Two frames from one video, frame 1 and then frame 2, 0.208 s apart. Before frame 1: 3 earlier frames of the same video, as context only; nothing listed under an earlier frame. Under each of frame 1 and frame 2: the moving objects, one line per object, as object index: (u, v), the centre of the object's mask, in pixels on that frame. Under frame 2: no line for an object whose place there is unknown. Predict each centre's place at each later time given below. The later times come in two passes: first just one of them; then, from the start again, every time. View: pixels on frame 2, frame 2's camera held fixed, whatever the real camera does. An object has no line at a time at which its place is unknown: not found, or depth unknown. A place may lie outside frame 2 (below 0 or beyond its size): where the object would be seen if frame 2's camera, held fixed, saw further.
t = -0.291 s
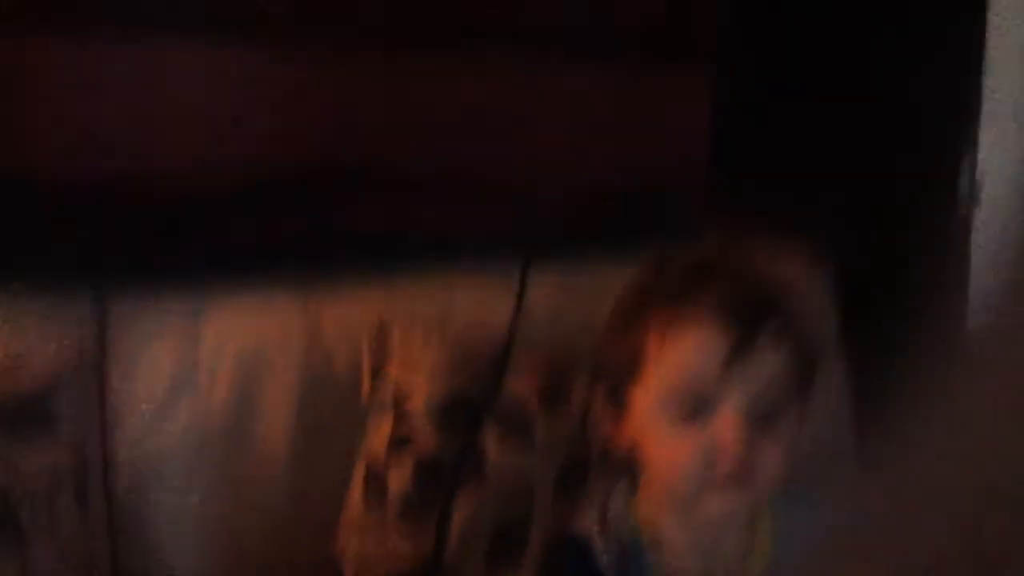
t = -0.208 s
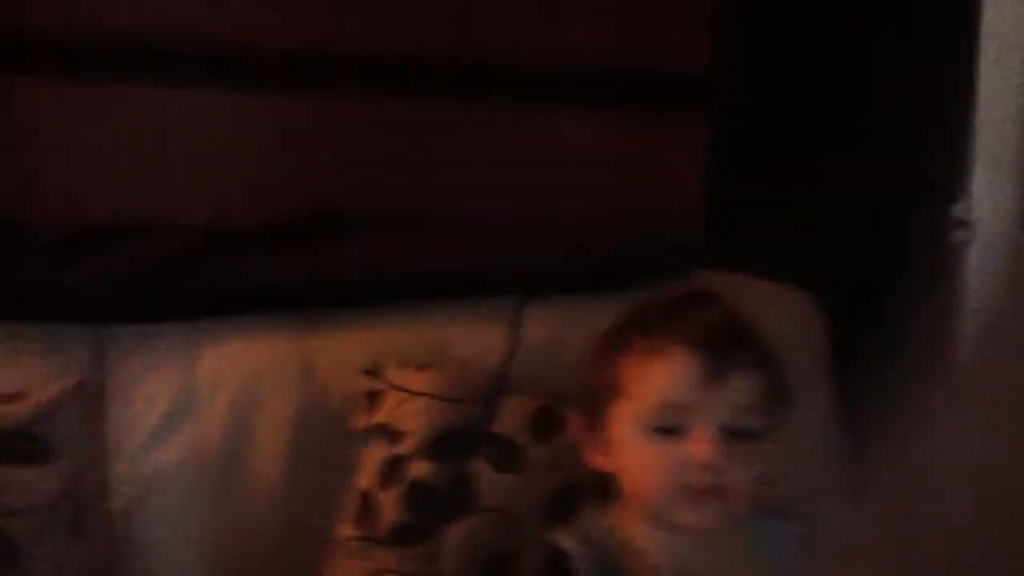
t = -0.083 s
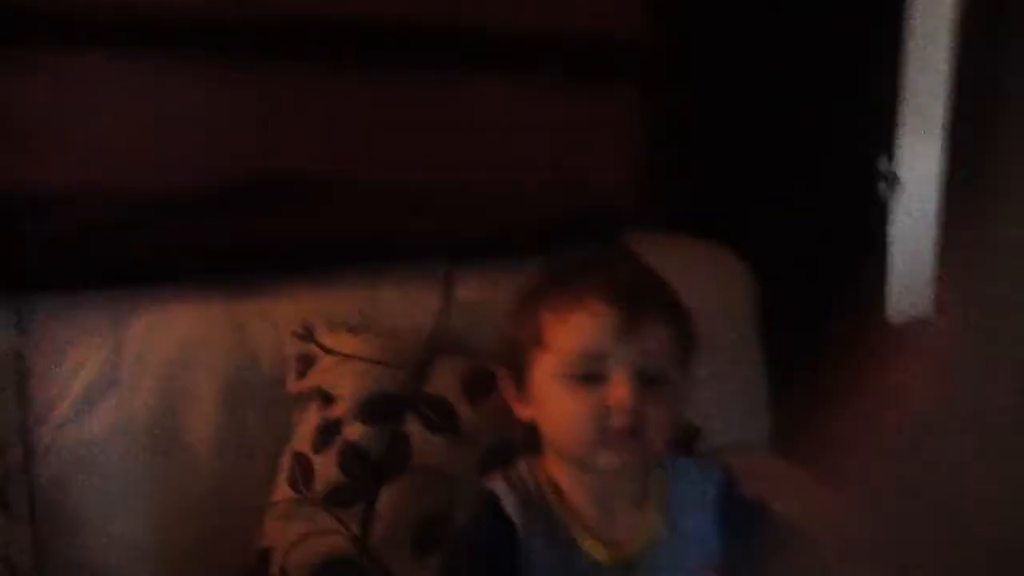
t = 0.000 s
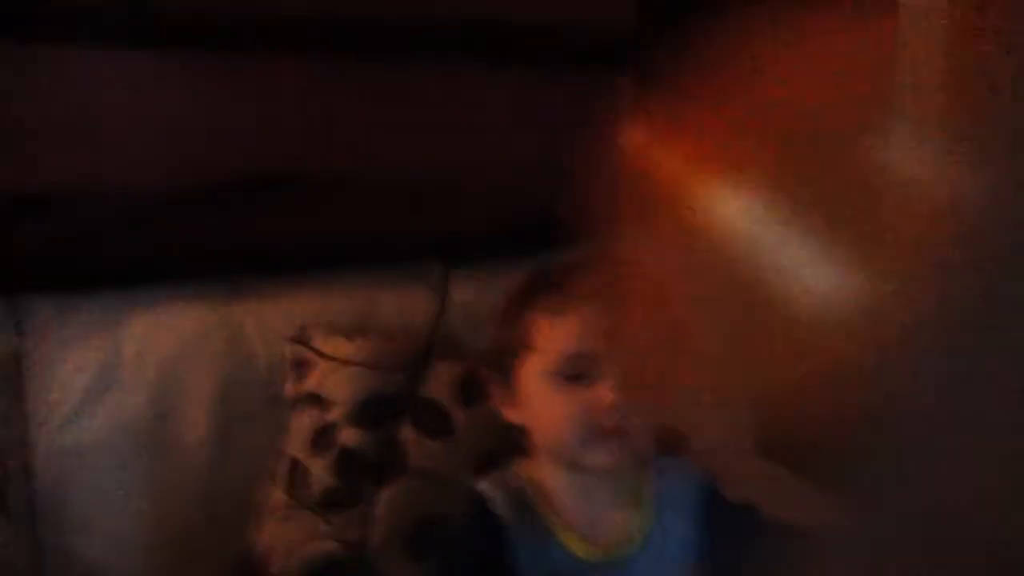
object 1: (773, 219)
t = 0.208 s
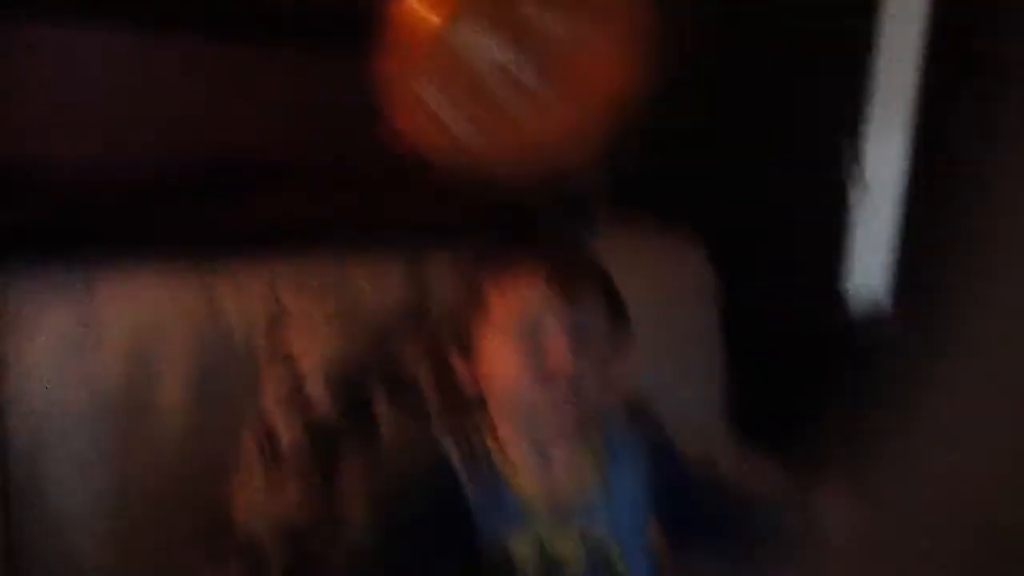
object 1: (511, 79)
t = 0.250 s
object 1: (475, 97)
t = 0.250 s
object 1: (475, 97)
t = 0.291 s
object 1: (440, 100)
